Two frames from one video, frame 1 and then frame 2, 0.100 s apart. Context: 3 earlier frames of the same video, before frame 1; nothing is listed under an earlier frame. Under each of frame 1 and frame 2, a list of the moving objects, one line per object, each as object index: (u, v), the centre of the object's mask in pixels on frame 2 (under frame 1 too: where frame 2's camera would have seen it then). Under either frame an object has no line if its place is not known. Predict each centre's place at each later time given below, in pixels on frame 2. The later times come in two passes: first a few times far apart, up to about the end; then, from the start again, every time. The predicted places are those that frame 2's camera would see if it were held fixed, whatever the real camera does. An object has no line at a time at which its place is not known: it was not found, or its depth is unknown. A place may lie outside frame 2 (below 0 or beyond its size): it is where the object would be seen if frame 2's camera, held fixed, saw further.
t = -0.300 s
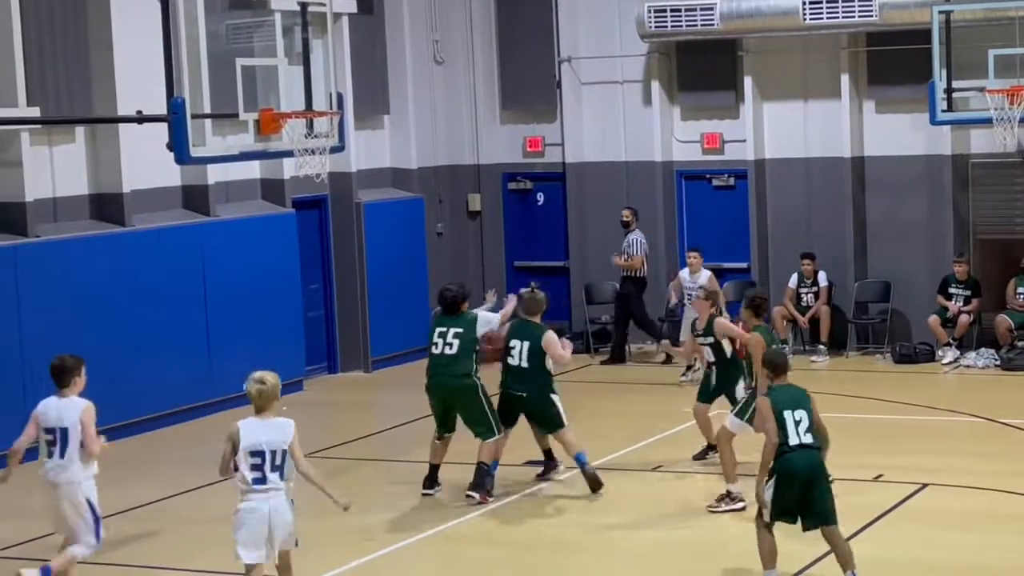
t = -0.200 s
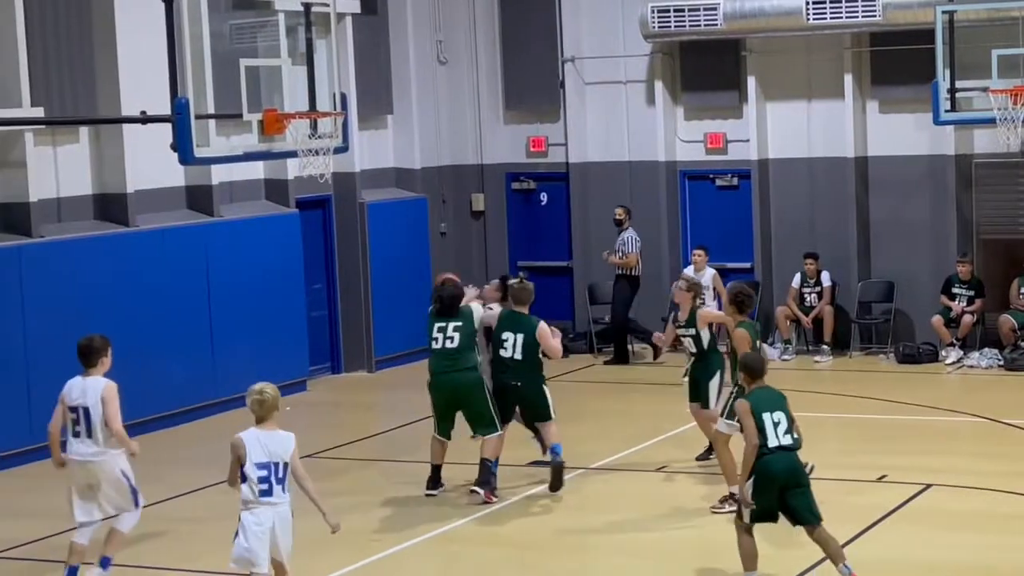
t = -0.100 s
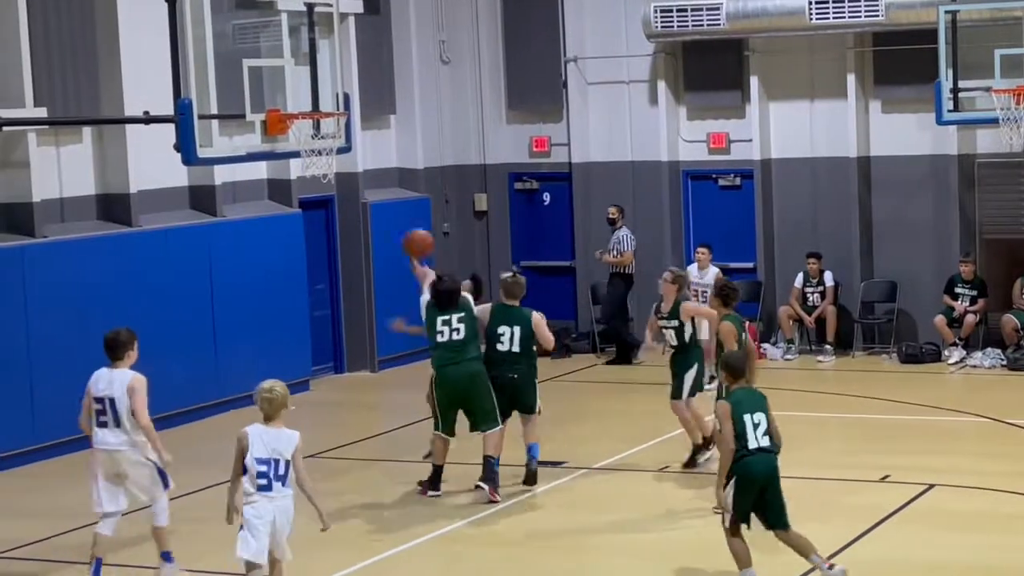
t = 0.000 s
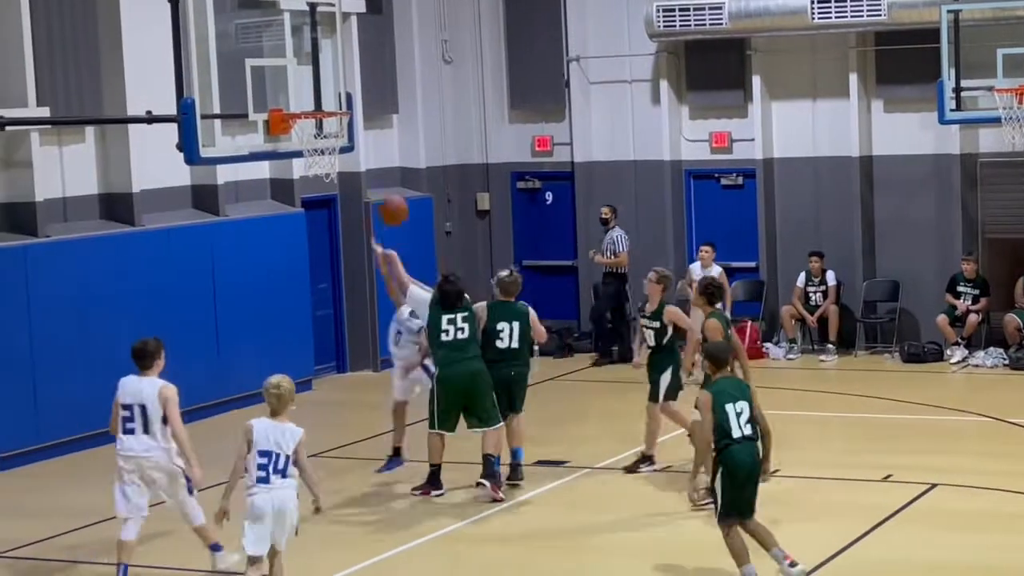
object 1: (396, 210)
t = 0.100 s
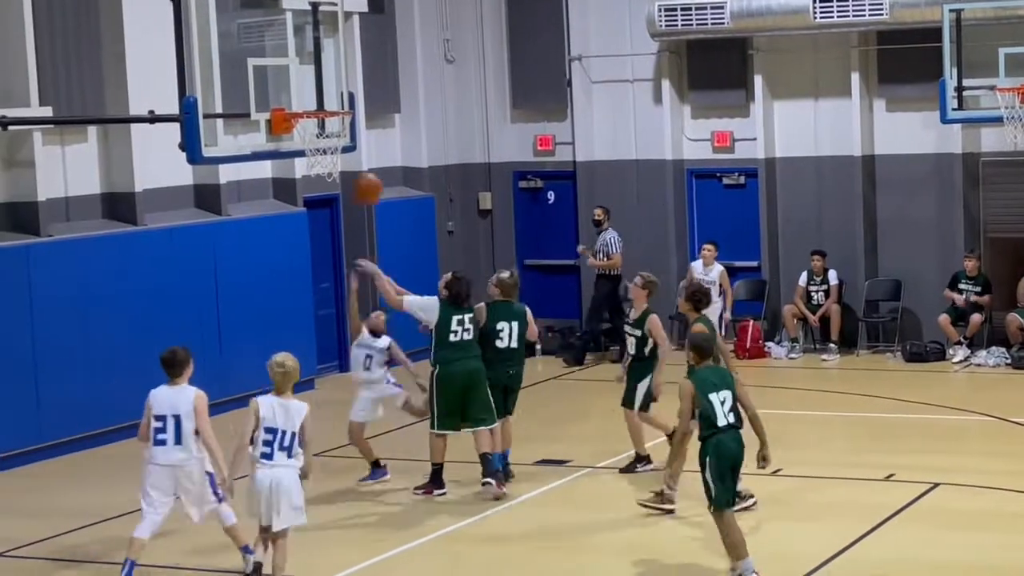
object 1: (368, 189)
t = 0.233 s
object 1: (329, 183)
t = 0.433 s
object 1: (272, 208)
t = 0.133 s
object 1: (356, 184)
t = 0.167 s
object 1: (348, 182)
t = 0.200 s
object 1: (341, 181)
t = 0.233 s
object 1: (329, 183)
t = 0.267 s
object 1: (319, 184)
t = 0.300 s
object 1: (310, 182)
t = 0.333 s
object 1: (301, 186)
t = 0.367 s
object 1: (291, 192)
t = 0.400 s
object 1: (282, 198)
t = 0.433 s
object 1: (272, 208)
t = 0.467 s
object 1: (264, 218)
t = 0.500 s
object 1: (256, 229)
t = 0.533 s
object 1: (247, 241)
